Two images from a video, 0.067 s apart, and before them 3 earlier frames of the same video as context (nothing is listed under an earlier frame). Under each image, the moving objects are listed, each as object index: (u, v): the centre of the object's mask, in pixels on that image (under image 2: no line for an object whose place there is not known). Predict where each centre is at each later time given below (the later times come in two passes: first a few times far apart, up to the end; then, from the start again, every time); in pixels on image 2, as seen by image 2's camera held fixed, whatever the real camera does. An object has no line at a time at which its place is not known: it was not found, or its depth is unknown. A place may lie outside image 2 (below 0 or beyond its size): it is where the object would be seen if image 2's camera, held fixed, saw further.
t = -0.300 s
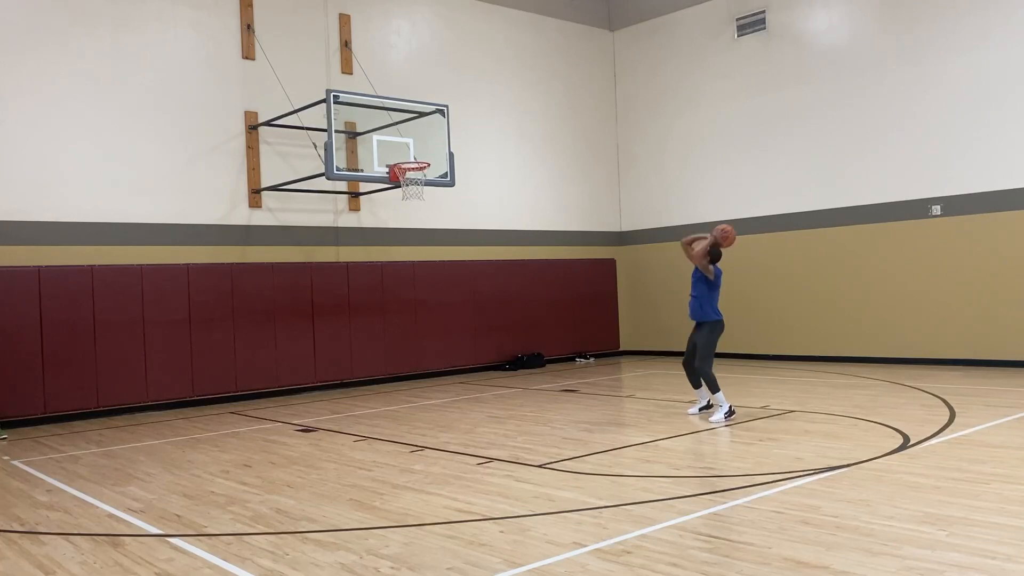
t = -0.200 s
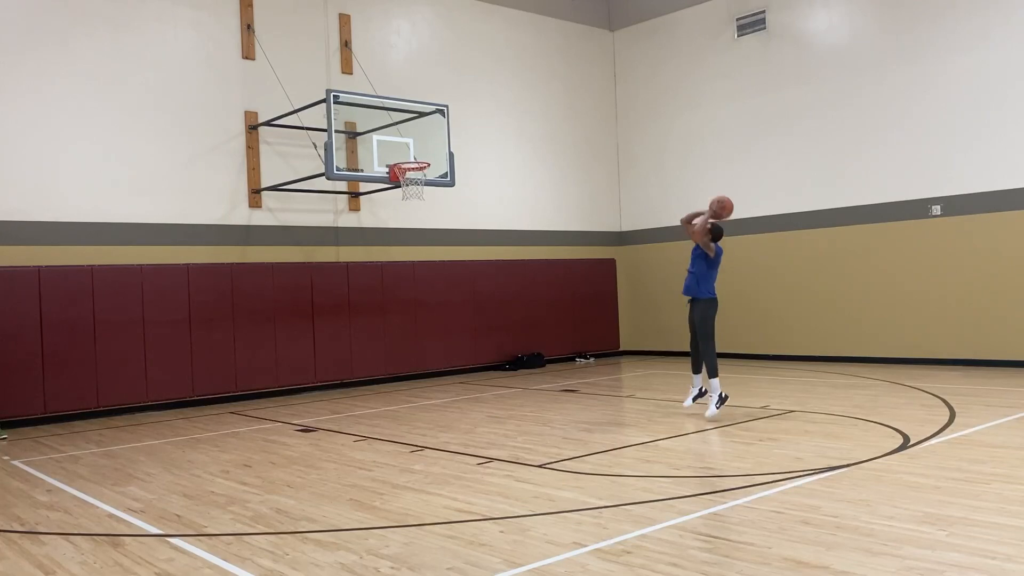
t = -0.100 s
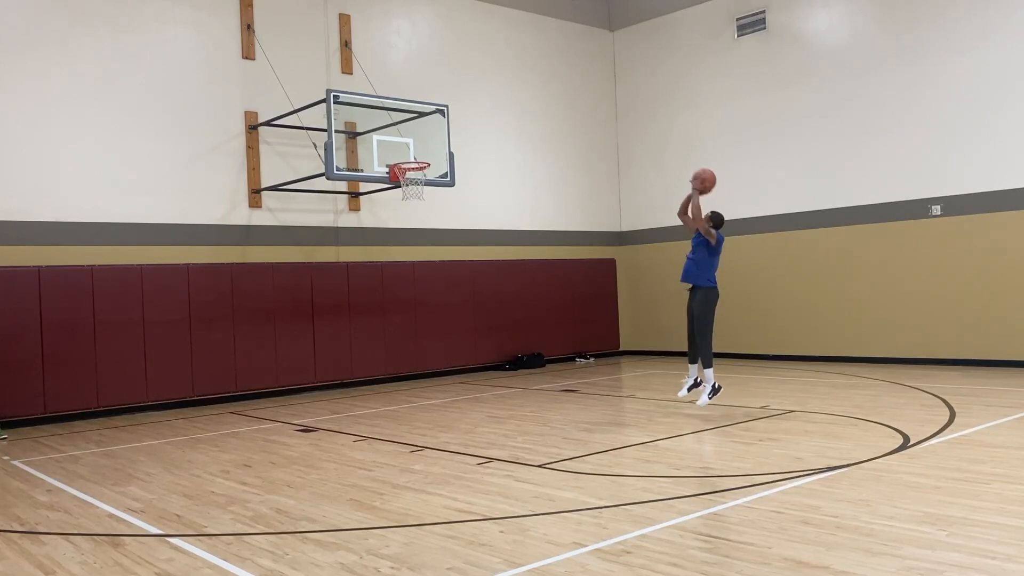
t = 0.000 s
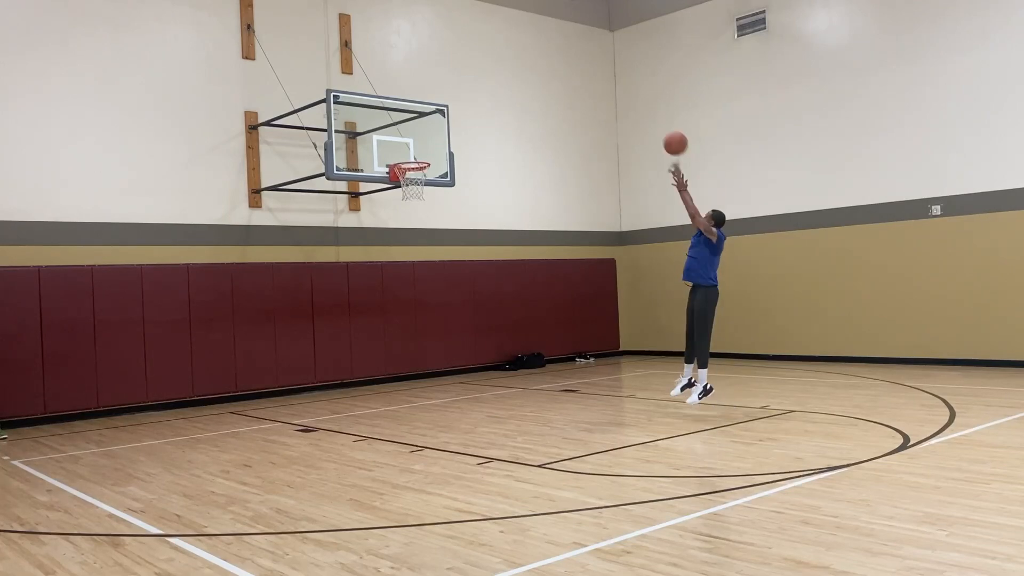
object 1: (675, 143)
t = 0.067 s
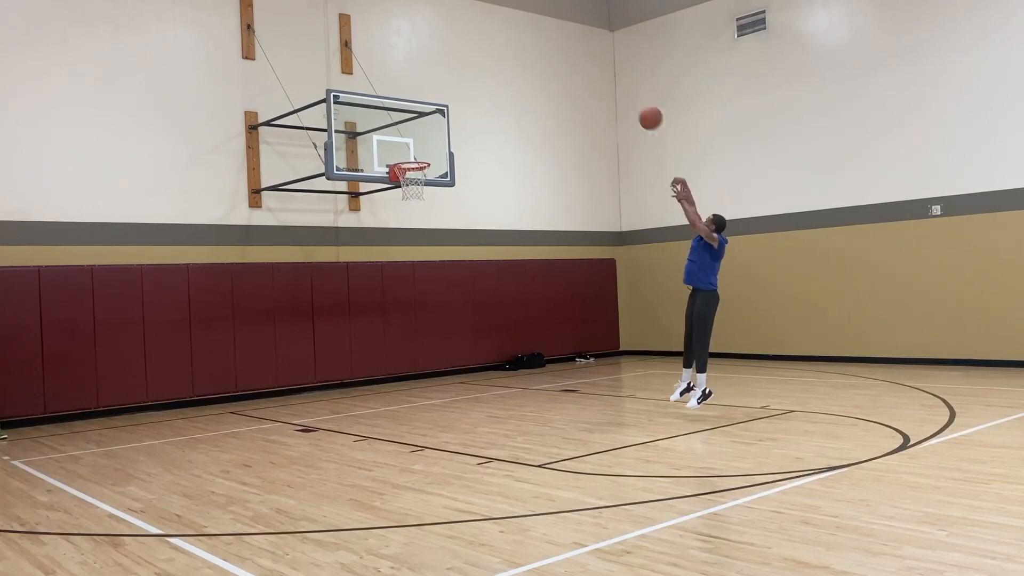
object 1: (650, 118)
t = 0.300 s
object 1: (572, 67)
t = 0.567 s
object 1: (495, 70)
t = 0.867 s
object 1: (425, 138)
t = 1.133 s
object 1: (415, 203)
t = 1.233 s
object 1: (421, 227)
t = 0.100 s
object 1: (638, 107)
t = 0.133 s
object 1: (627, 98)
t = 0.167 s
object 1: (615, 90)
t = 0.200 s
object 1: (604, 82)
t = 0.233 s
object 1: (593, 76)
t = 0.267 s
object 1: (582, 71)
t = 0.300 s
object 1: (572, 67)
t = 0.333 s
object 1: (561, 64)
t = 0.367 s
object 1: (551, 62)
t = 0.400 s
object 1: (541, 61)
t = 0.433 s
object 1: (532, 61)
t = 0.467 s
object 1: (522, 62)
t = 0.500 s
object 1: (513, 64)
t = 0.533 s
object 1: (504, 66)
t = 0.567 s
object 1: (495, 70)
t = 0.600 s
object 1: (487, 74)
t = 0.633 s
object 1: (479, 79)
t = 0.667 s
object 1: (470, 86)
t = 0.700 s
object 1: (462, 93)
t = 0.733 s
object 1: (454, 100)
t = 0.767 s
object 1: (447, 109)
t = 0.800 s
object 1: (439, 118)
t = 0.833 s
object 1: (432, 128)
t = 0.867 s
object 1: (425, 138)
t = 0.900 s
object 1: (418, 149)
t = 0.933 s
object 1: (411, 158)
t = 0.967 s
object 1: (408, 171)
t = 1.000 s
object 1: (409, 176)
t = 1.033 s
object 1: (410, 189)
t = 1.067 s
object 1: (411, 195)
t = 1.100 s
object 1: (413, 198)
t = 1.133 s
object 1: (415, 203)
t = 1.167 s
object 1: (417, 210)
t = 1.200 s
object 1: (419, 218)
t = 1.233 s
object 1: (421, 227)
